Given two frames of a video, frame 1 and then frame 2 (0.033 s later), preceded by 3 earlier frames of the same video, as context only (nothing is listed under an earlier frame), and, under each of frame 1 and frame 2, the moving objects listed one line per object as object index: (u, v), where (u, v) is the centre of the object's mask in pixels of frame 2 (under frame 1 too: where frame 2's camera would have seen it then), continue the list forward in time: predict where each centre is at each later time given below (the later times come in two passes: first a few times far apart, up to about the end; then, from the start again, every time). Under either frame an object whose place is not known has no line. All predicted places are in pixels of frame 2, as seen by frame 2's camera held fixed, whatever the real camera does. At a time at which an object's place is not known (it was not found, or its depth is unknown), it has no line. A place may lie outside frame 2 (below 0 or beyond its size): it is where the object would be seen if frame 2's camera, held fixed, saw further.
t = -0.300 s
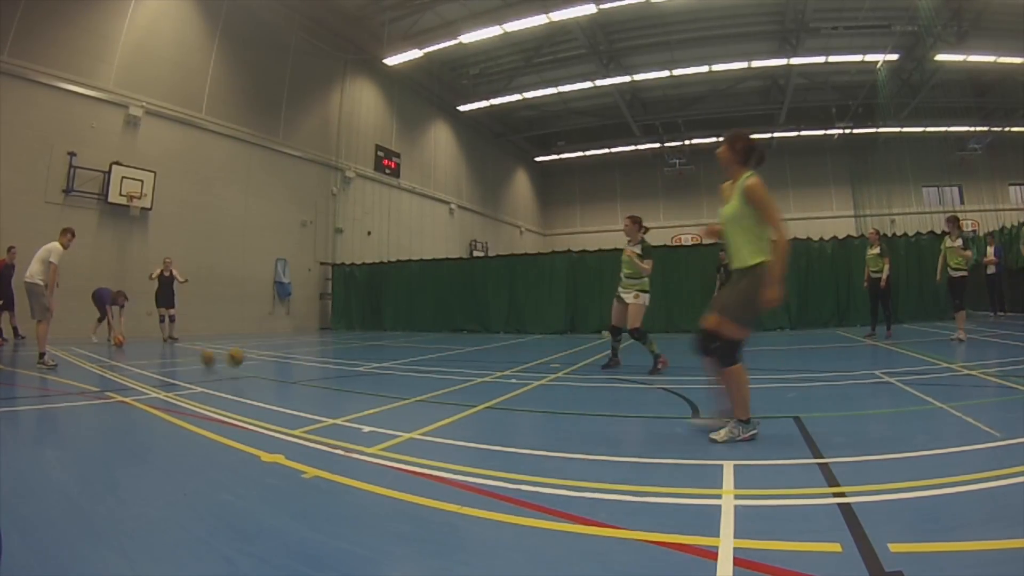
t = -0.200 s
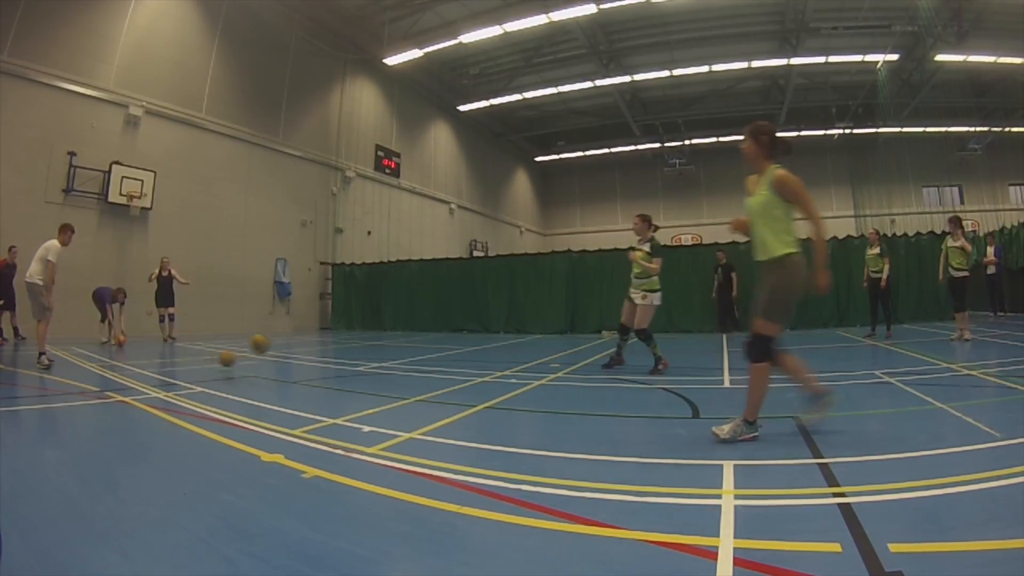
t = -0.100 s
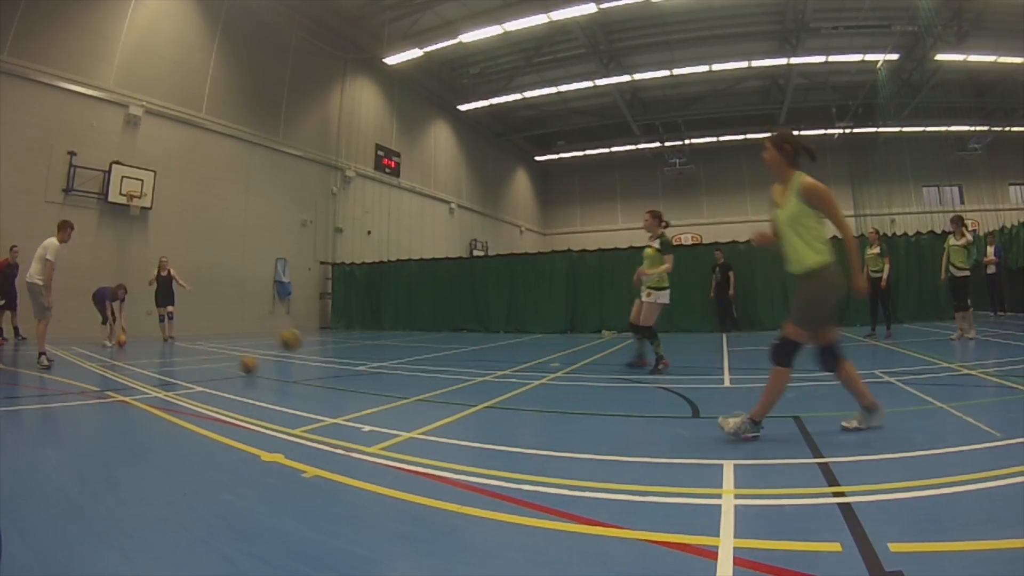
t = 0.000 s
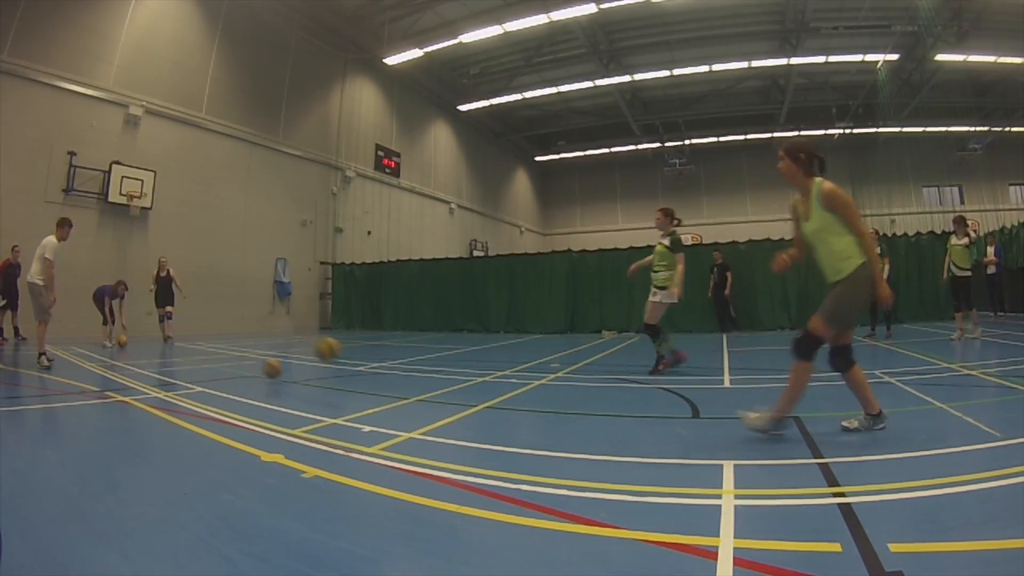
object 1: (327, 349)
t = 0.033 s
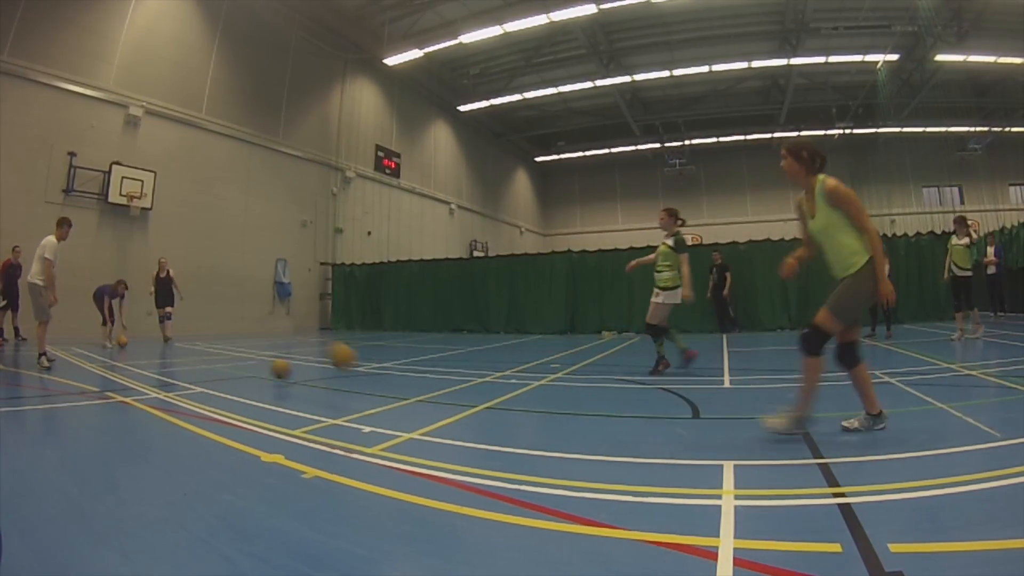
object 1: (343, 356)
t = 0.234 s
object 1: (456, 405)
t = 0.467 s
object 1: (664, 423)
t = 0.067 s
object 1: (358, 365)
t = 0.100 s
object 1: (374, 376)
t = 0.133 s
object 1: (392, 389)
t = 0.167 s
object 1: (413, 407)
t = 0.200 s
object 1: (434, 409)
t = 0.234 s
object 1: (456, 405)
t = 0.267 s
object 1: (481, 401)
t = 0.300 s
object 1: (506, 398)
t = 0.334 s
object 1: (534, 399)
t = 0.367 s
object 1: (563, 402)
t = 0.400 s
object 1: (597, 406)
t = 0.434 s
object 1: (629, 413)
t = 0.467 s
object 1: (664, 423)
